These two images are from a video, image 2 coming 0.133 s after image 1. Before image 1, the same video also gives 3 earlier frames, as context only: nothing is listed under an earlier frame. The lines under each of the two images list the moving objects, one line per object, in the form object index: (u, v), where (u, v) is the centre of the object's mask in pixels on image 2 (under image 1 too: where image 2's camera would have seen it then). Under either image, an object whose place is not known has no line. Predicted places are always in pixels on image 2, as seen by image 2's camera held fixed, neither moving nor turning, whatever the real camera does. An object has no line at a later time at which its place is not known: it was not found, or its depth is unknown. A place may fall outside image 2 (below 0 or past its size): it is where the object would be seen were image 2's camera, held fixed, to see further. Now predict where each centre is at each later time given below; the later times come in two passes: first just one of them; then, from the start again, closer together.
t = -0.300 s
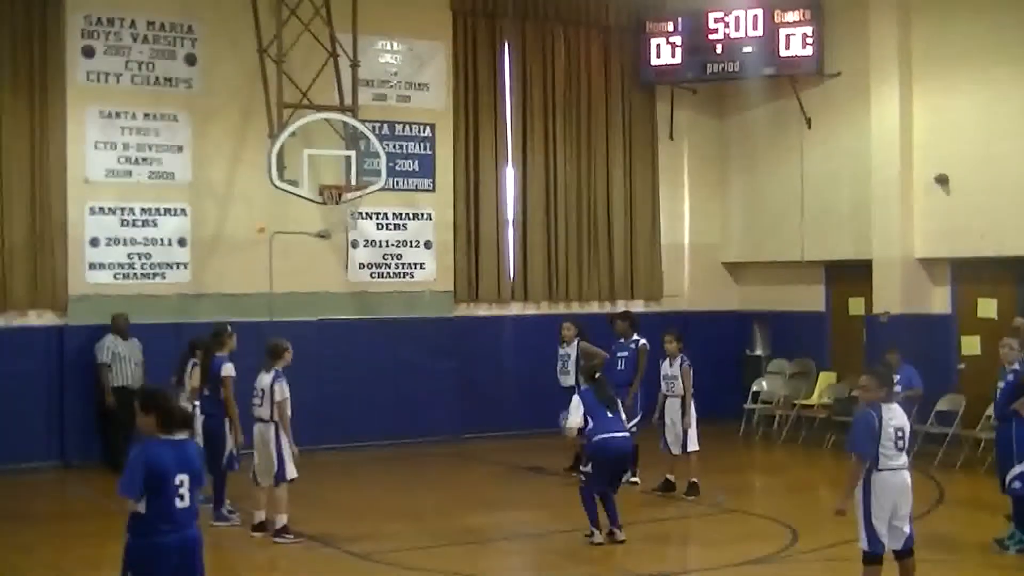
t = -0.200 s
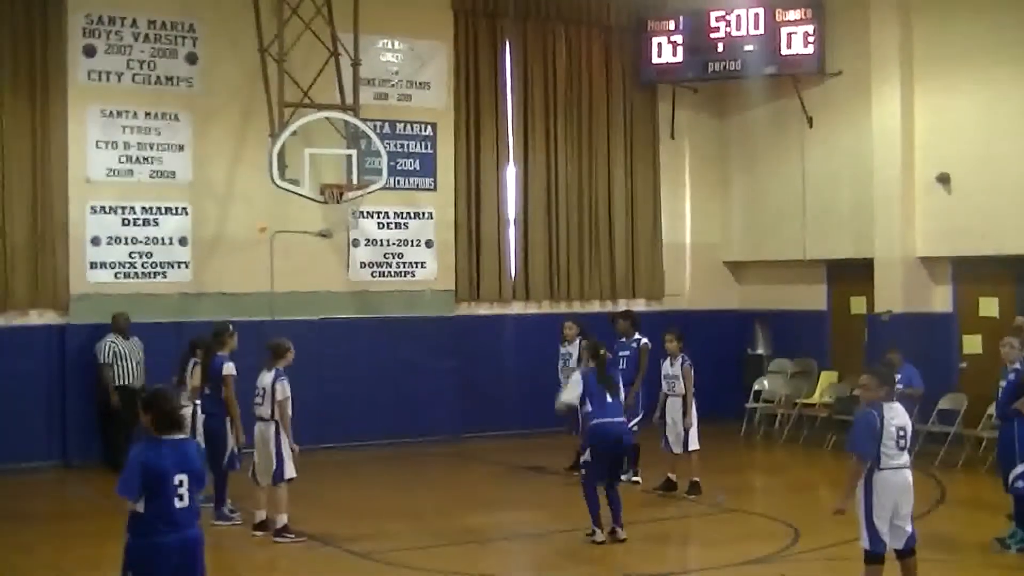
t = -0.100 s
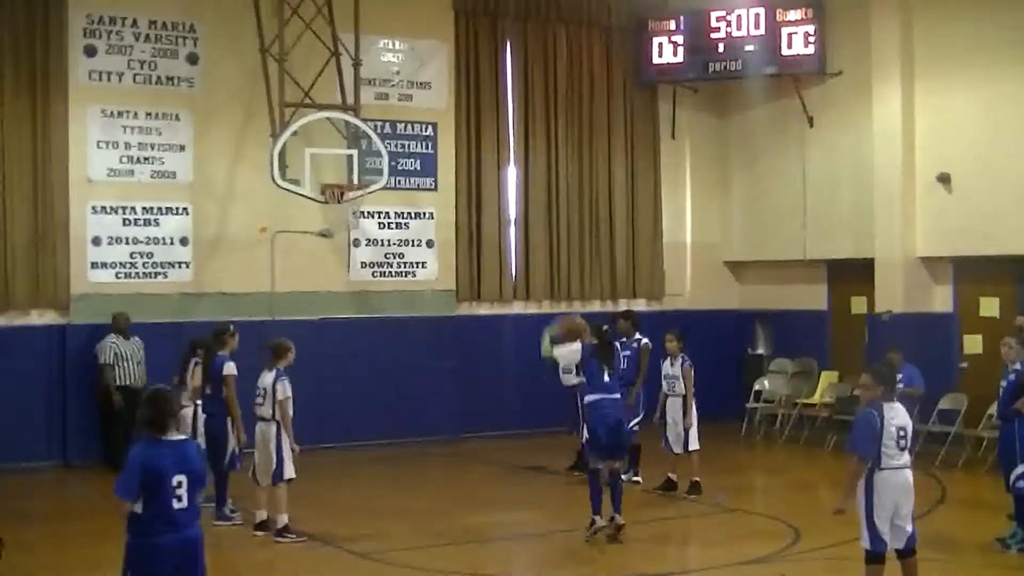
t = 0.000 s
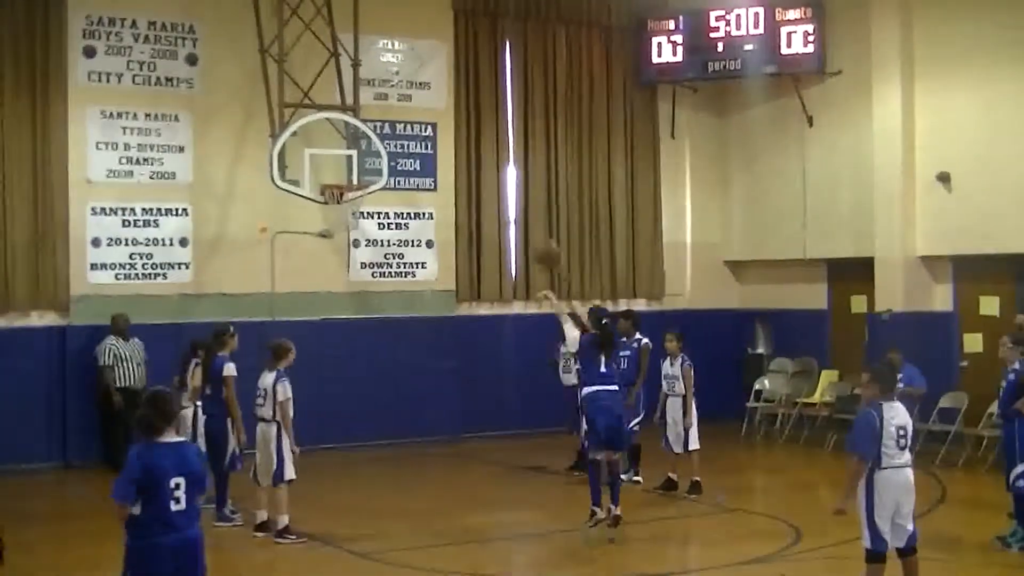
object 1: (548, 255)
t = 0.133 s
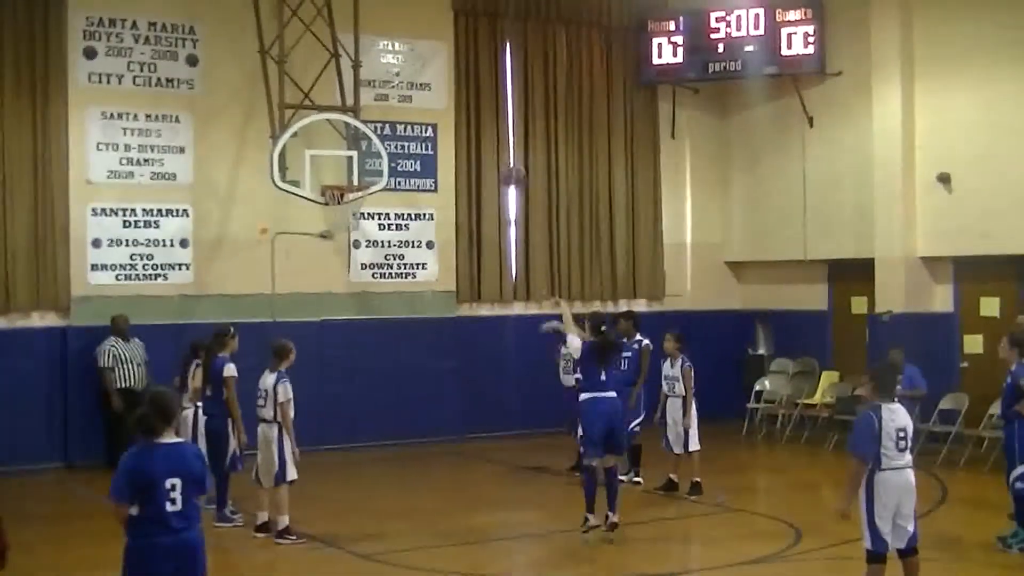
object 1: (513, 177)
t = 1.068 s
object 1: (399, 192)
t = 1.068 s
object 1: (399, 192)
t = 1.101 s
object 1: (404, 201)
